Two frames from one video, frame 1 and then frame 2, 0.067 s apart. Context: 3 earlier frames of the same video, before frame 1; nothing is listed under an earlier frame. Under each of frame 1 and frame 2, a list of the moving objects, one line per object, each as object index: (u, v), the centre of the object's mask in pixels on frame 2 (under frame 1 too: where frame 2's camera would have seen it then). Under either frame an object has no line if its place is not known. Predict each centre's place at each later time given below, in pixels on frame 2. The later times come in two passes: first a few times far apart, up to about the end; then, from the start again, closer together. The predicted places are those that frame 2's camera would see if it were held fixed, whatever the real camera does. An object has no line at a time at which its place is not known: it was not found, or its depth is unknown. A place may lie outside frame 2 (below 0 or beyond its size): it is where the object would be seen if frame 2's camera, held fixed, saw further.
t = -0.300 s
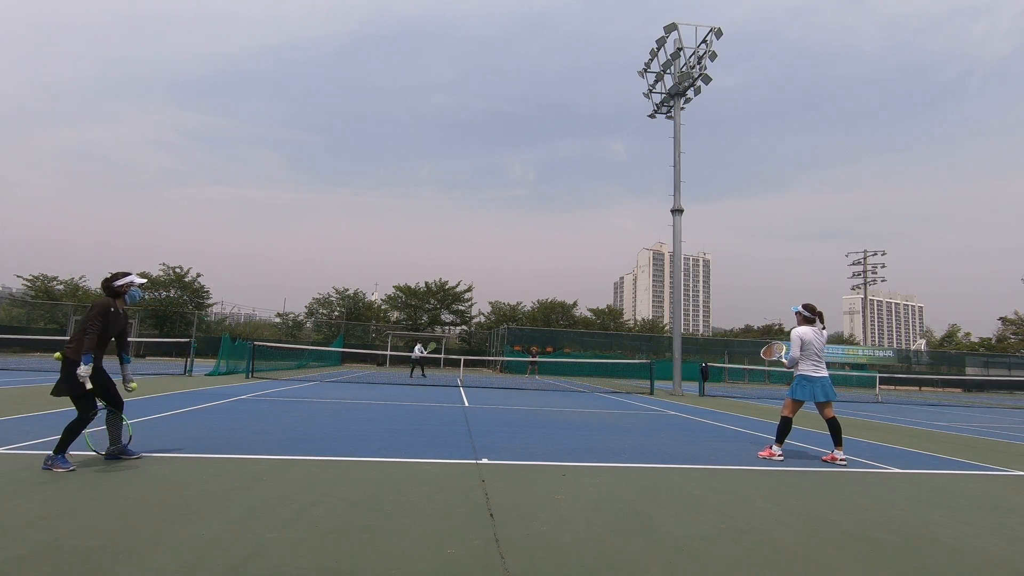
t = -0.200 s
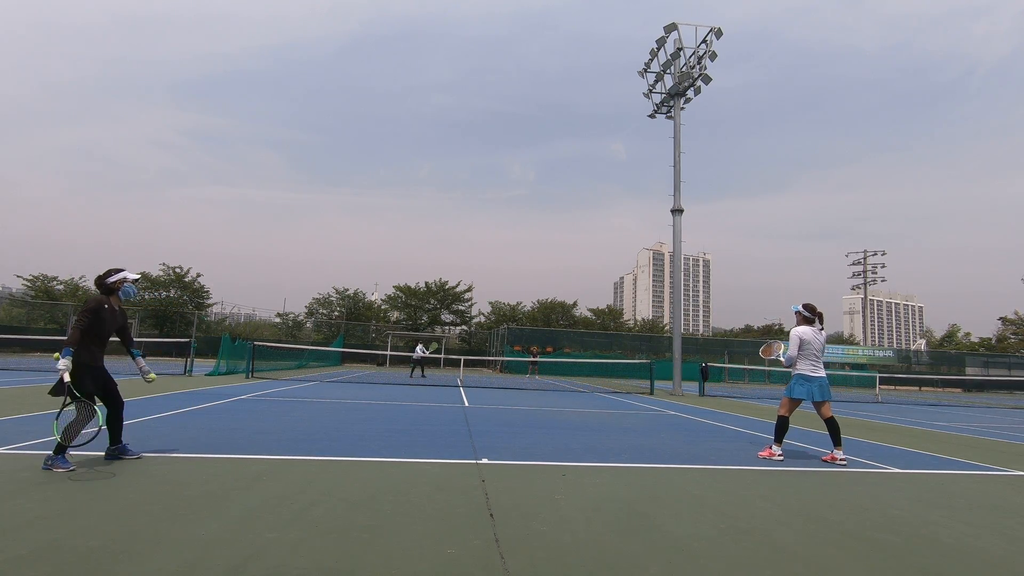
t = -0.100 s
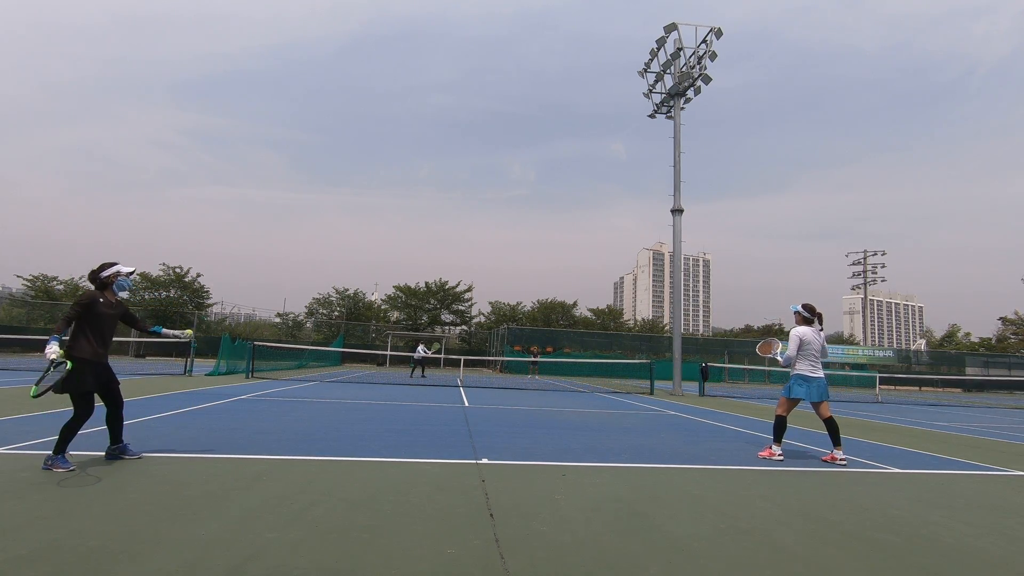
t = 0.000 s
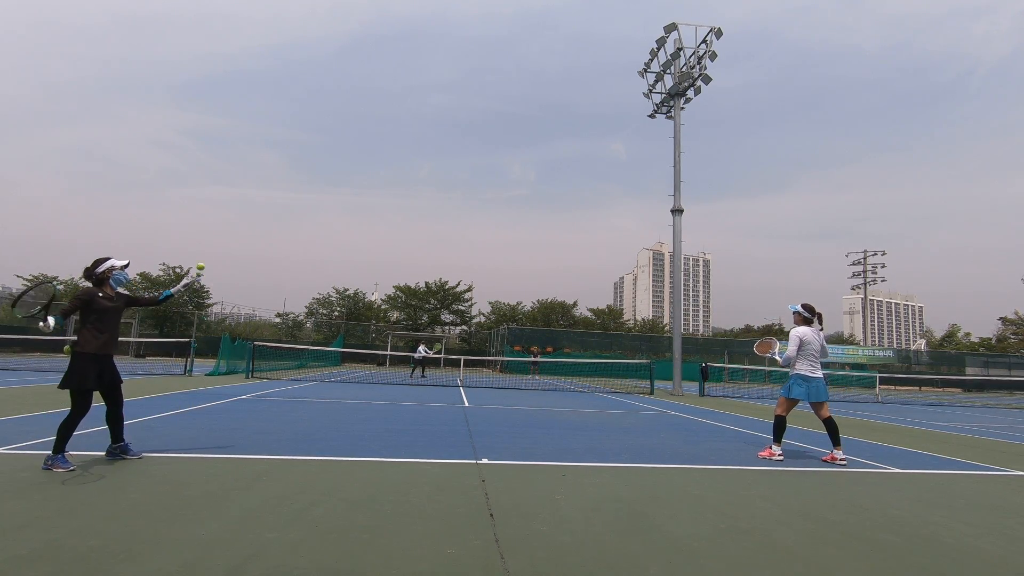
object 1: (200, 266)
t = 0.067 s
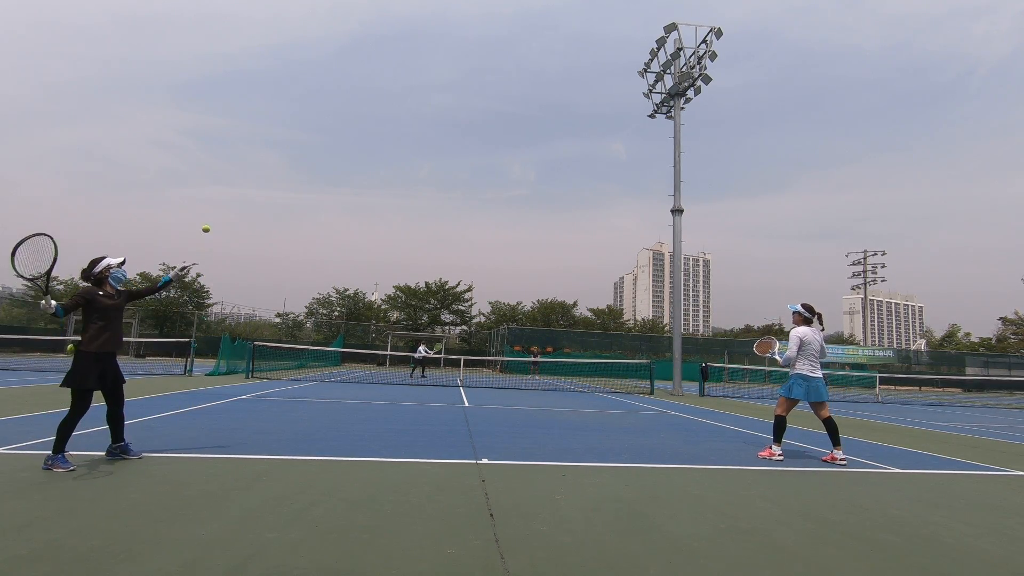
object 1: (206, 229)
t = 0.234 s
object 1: (216, 159)
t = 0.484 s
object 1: (226, 113)
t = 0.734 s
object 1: (229, 132)
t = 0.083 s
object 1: (207, 220)
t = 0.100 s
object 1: (208, 212)
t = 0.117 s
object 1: (209, 204)
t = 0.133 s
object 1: (210, 196)
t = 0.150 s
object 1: (212, 190)
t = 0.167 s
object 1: (212, 183)
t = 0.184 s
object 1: (214, 176)
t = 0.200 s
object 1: (215, 170)
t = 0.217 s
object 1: (216, 164)
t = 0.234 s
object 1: (216, 159)
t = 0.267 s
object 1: (218, 149)
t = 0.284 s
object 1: (219, 144)
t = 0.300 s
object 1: (220, 140)
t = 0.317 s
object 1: (221, 136)
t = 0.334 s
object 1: (221, 132)
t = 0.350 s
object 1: (222, 129)
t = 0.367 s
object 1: (223, 126)
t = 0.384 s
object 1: (223, 123)
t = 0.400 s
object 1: (224, 121)
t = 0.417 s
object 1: (223, 118)
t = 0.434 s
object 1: (224, 117)
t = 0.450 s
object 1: (225, 115)
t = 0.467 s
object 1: (226, 114)
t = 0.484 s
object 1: (226, 113)
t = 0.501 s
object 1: (226, 112)
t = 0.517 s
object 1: (227, 112)
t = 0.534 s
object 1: (227, 112)
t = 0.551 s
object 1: (228, 112)
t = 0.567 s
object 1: (228, 112)
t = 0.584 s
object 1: (228, 113)
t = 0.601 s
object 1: (229, 114)
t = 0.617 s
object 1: (229, 115)
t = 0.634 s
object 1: (229, 117)
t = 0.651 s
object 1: (229, 118)
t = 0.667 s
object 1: (229, 120)
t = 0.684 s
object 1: (229, 123)
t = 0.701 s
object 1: (229, 125)
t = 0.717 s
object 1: (229, 128)
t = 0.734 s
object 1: (229, 132)
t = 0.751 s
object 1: (229, 135)
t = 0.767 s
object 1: (229, 139)
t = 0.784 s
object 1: (229, 143)
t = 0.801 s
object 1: (229, 147)
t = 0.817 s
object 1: (229, 152)
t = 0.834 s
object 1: (228, 157)
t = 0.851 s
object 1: (228, 162)
